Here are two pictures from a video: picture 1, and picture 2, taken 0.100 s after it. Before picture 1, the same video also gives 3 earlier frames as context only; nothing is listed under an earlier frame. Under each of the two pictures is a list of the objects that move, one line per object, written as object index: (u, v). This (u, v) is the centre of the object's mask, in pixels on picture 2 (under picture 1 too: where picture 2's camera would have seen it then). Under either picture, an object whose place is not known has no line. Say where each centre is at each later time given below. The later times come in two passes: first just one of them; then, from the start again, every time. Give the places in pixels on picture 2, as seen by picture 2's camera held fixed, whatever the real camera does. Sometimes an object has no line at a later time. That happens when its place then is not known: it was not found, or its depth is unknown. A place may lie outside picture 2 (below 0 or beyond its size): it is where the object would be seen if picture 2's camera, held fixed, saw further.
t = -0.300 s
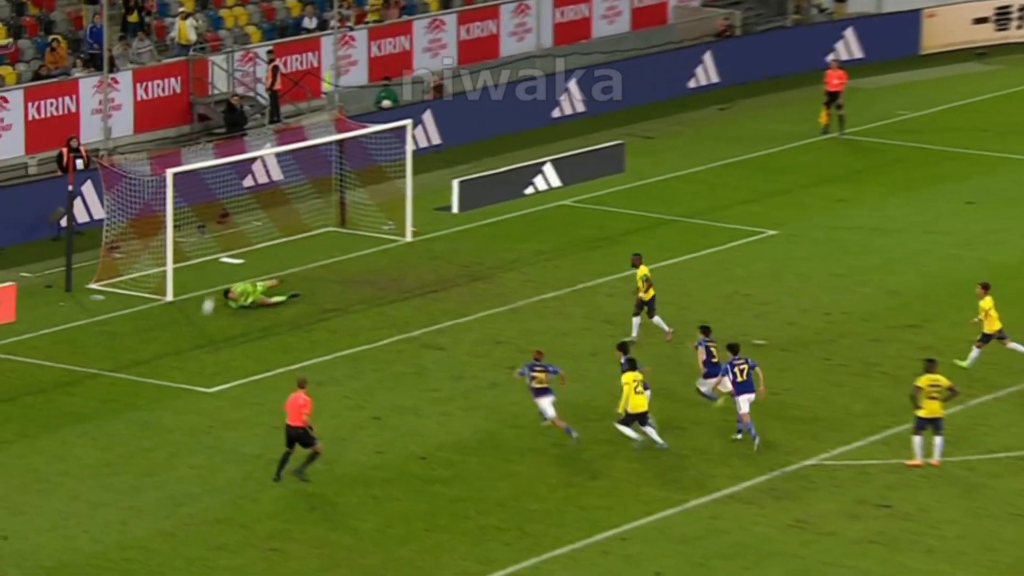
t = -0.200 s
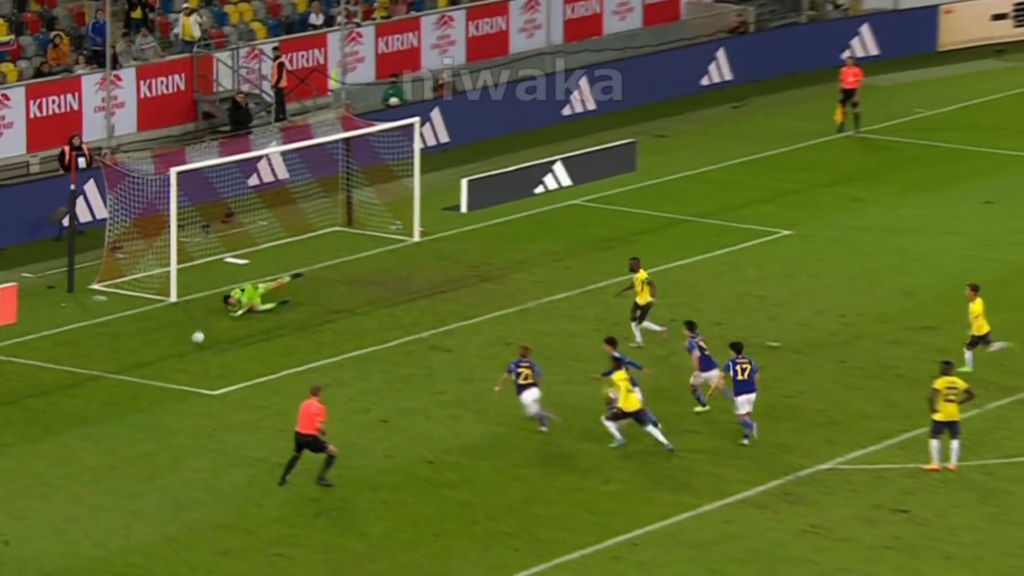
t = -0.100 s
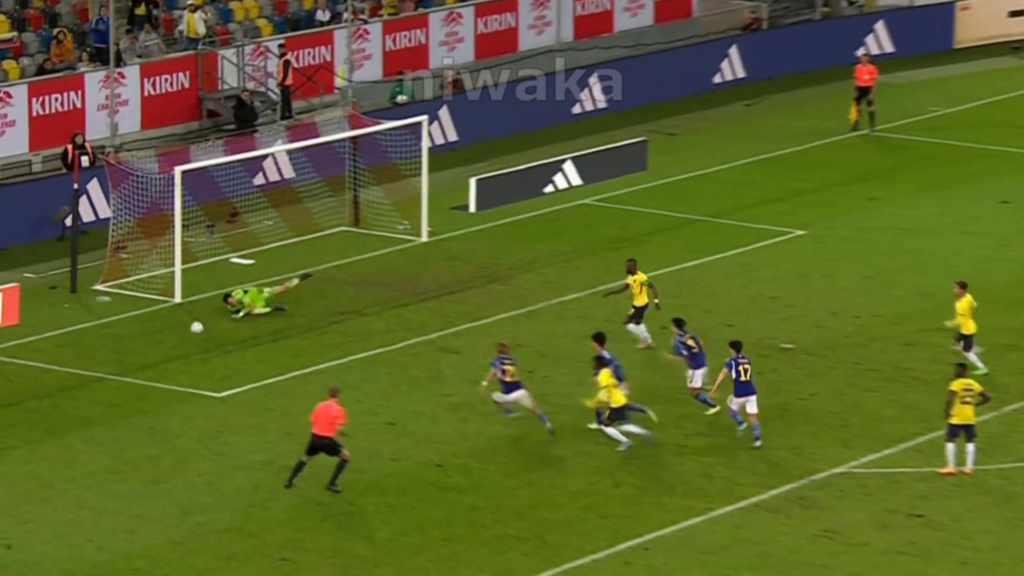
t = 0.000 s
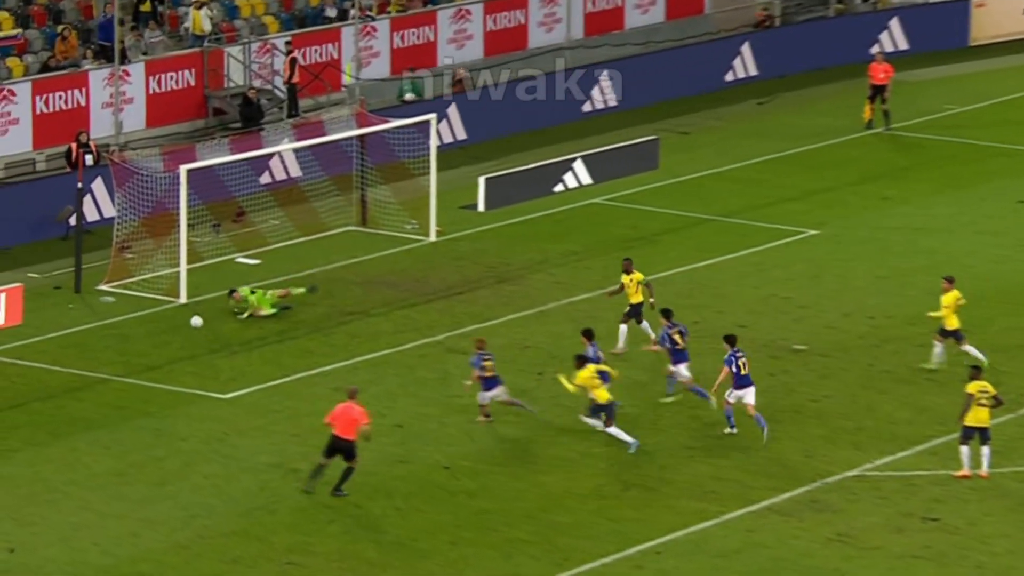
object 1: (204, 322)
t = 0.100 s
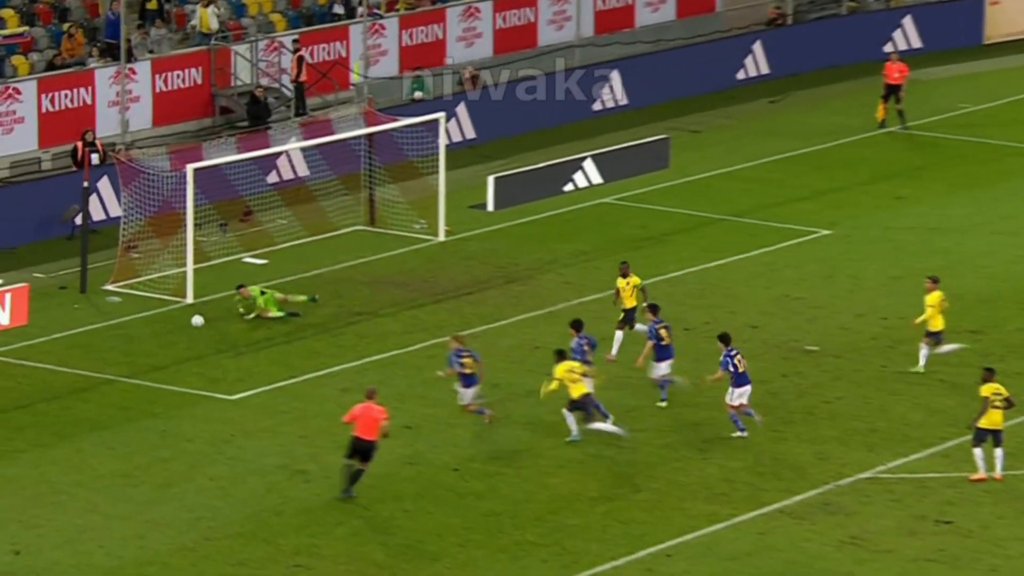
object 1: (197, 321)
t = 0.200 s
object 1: (192, 325)
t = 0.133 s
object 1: (196, 322)
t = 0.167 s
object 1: (194, 323)
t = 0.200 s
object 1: (192, 325)
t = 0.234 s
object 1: (191, 328)
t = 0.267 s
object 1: (189, 332)
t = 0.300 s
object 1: (187, 336)
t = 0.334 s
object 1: (185, 341)
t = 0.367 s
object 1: (184, 346)
